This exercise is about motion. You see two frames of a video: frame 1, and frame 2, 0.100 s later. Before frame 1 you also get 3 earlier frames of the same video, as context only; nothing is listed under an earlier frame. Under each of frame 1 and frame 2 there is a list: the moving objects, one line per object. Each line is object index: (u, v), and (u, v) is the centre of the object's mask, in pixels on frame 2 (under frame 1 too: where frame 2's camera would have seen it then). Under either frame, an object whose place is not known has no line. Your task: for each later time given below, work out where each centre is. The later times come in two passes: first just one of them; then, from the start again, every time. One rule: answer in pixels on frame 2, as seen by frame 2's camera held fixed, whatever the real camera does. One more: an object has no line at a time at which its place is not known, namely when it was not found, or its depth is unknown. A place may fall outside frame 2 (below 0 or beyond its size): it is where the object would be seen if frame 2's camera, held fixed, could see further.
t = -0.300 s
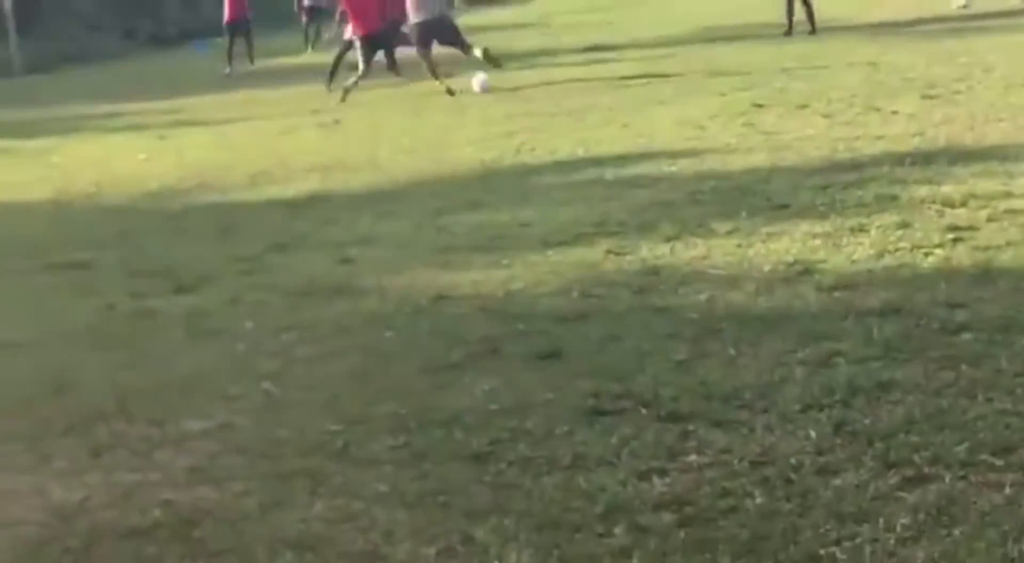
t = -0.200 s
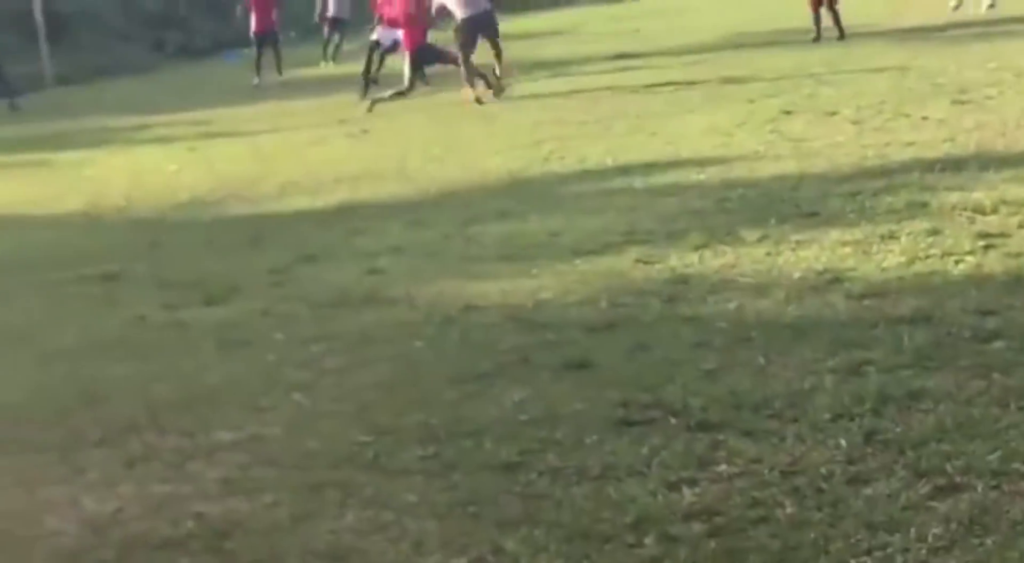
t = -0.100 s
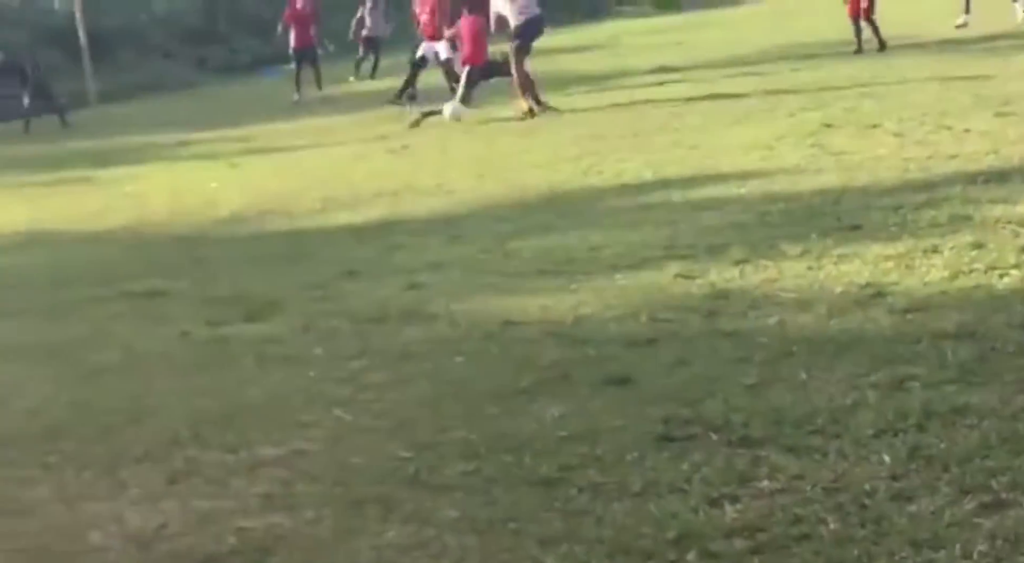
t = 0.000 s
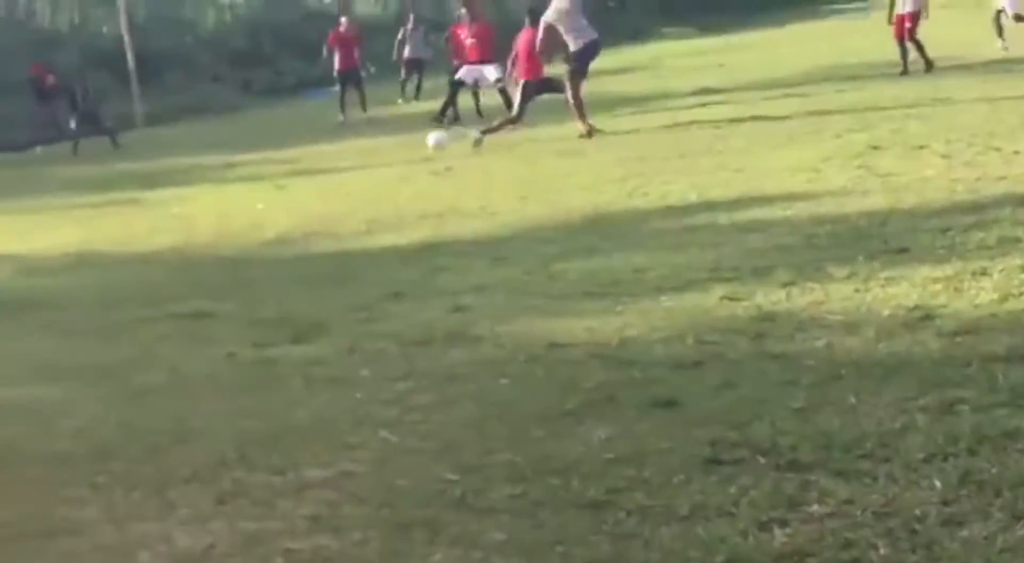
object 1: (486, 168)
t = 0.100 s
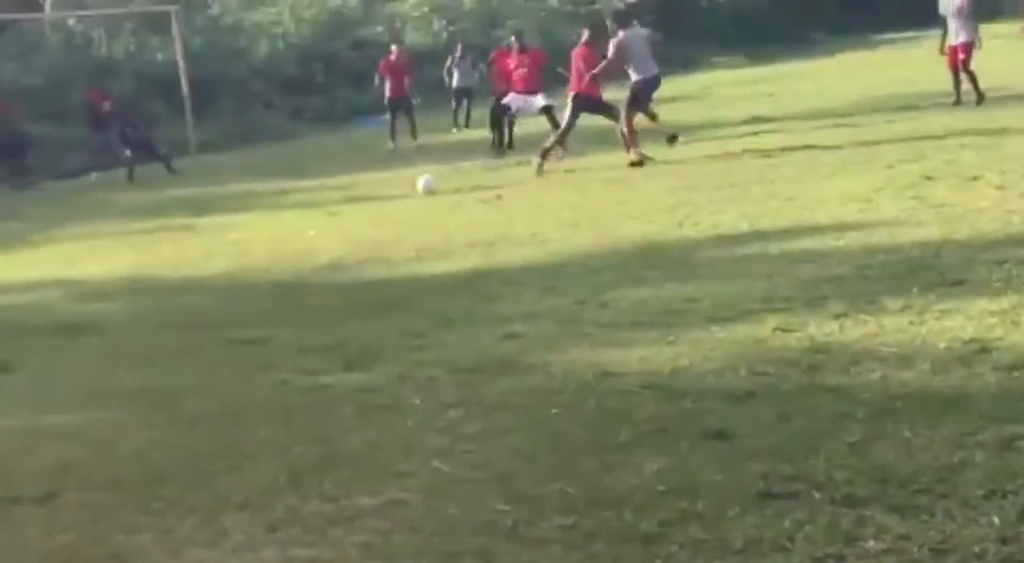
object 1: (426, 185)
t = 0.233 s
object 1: (354, 193)
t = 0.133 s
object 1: (406, 188)
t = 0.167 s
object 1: (390, 189)
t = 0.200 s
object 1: (372, 191)
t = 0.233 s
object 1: (354, 193)
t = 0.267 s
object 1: (338, 195)
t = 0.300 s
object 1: (320, 200)
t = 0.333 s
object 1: (305, 204)
